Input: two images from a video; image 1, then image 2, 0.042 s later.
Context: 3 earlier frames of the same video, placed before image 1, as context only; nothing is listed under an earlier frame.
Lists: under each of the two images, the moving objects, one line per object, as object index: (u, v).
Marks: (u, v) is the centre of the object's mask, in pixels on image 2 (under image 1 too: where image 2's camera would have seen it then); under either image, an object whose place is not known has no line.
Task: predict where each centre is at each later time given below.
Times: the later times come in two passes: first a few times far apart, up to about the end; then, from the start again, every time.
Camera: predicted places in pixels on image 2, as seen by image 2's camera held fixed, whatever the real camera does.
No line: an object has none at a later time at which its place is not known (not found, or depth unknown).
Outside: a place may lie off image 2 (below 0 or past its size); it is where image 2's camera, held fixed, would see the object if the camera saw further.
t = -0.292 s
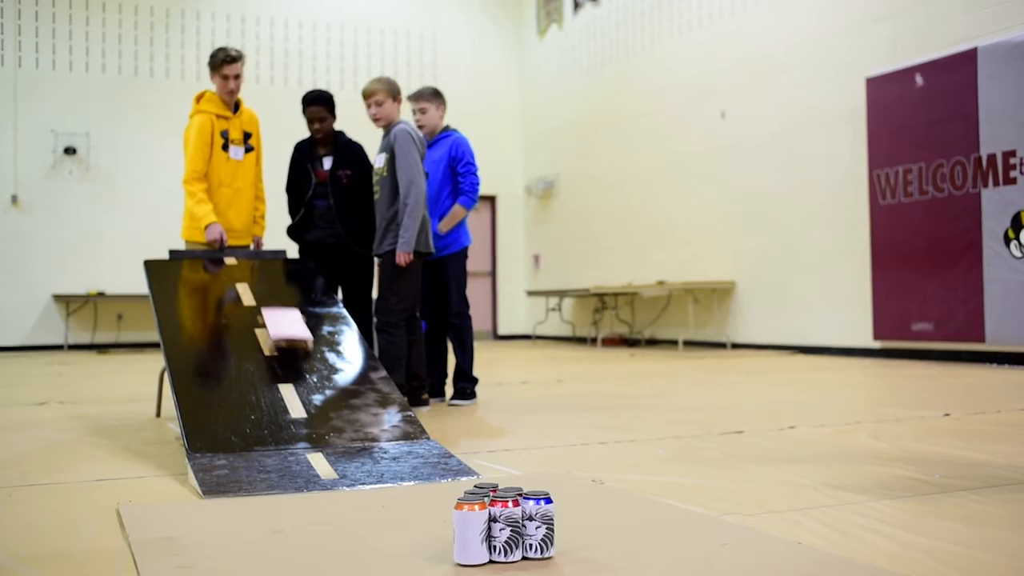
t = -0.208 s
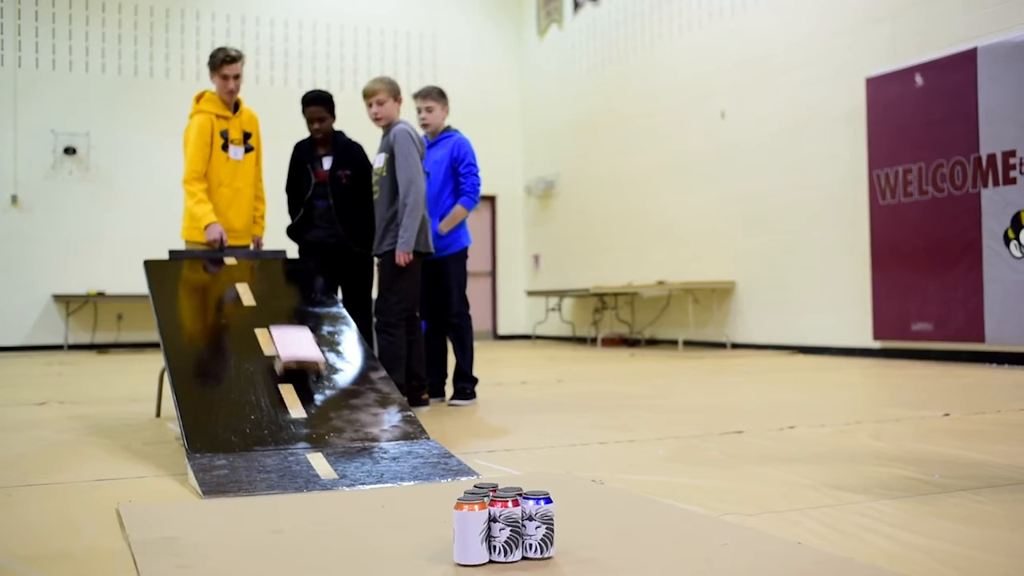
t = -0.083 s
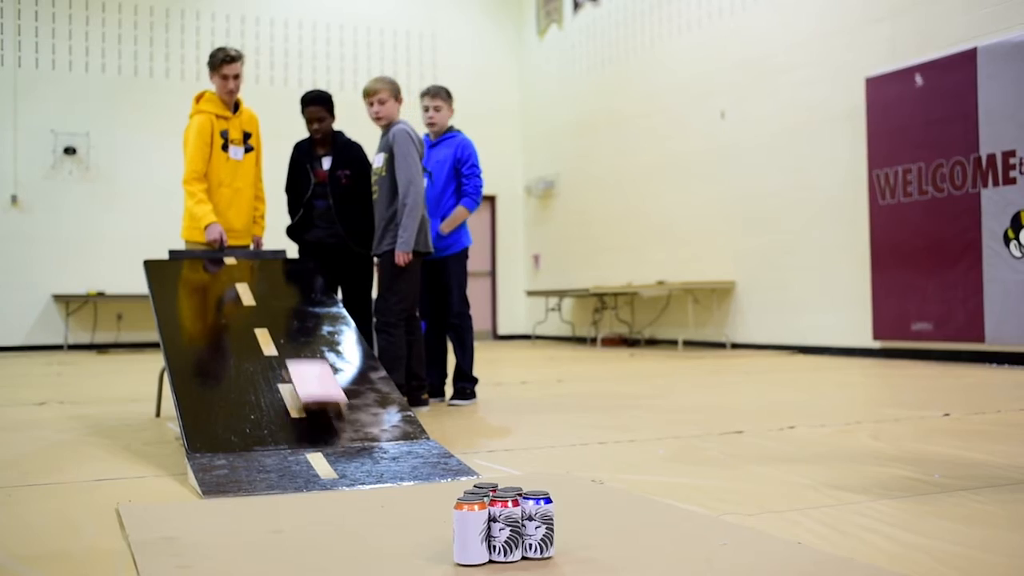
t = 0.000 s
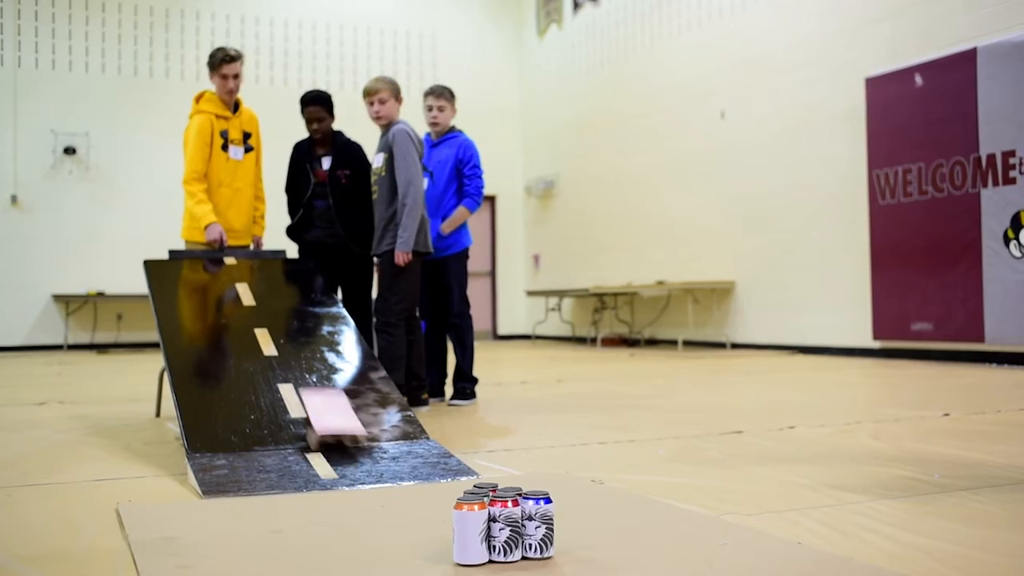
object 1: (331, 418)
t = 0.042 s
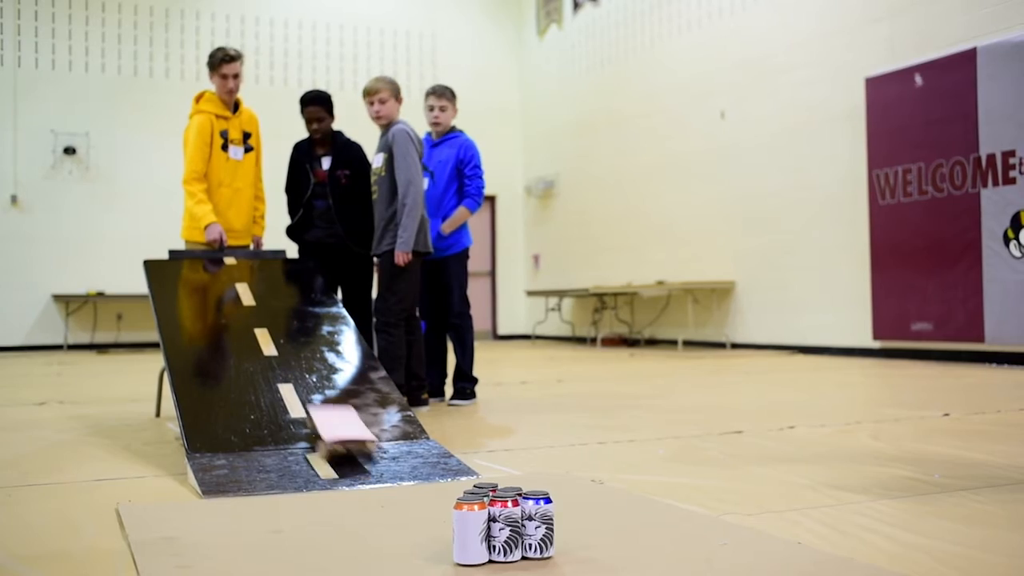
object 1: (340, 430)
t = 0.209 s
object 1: (389, 474)
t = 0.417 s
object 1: (435, 499)
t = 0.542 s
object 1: (499, 521)
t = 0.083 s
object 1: (349, 444)
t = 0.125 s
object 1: (362, 455)
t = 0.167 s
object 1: (374, 464)
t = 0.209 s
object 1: (389, 474)
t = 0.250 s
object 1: (402, 483)
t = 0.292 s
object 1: (415, 489)
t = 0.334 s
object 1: (425, 495)
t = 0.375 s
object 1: (433, 503)
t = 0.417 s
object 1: (435, 499)
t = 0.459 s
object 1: (441, 500)
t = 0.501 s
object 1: (482, 513)
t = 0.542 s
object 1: (499, 521)
